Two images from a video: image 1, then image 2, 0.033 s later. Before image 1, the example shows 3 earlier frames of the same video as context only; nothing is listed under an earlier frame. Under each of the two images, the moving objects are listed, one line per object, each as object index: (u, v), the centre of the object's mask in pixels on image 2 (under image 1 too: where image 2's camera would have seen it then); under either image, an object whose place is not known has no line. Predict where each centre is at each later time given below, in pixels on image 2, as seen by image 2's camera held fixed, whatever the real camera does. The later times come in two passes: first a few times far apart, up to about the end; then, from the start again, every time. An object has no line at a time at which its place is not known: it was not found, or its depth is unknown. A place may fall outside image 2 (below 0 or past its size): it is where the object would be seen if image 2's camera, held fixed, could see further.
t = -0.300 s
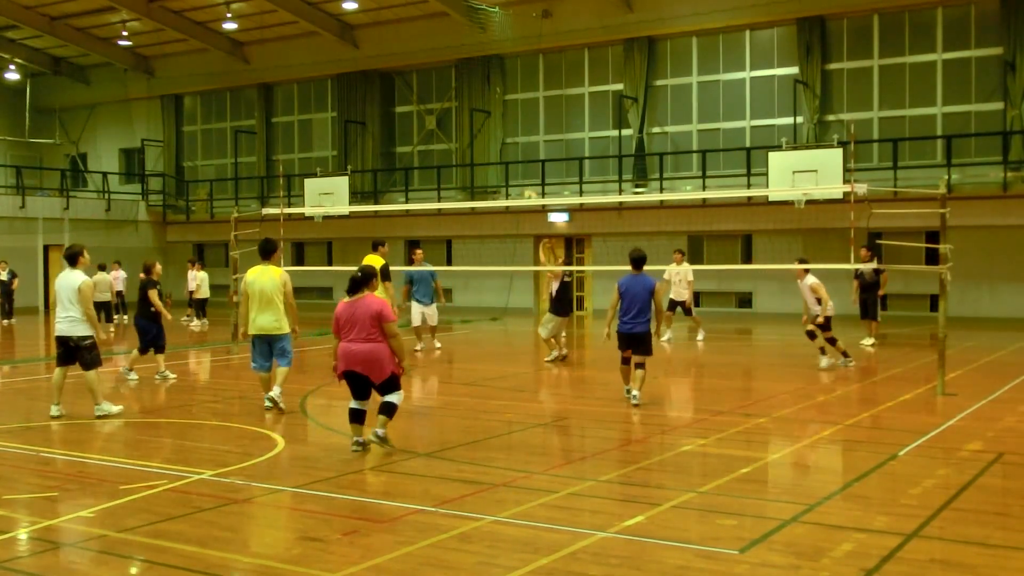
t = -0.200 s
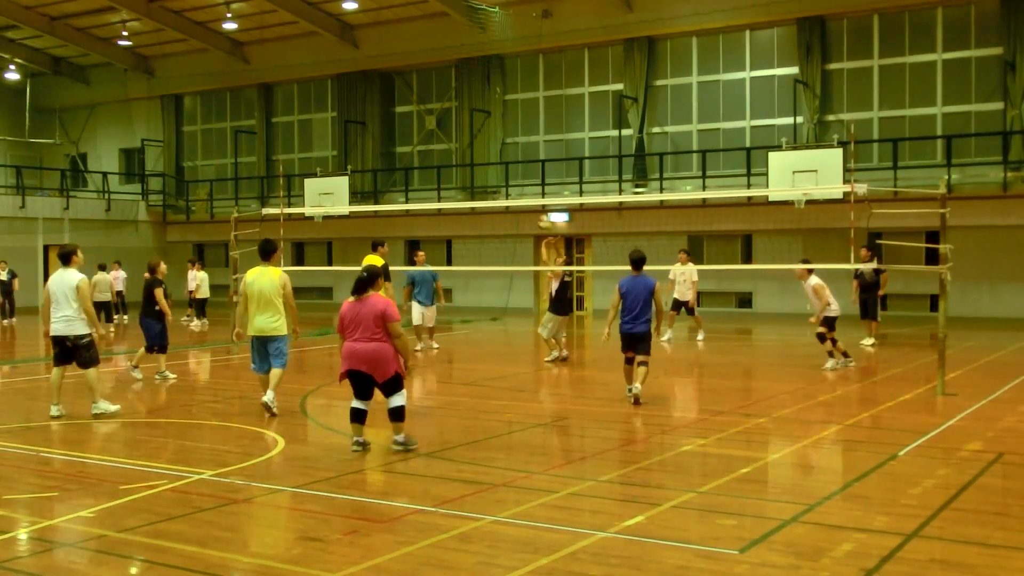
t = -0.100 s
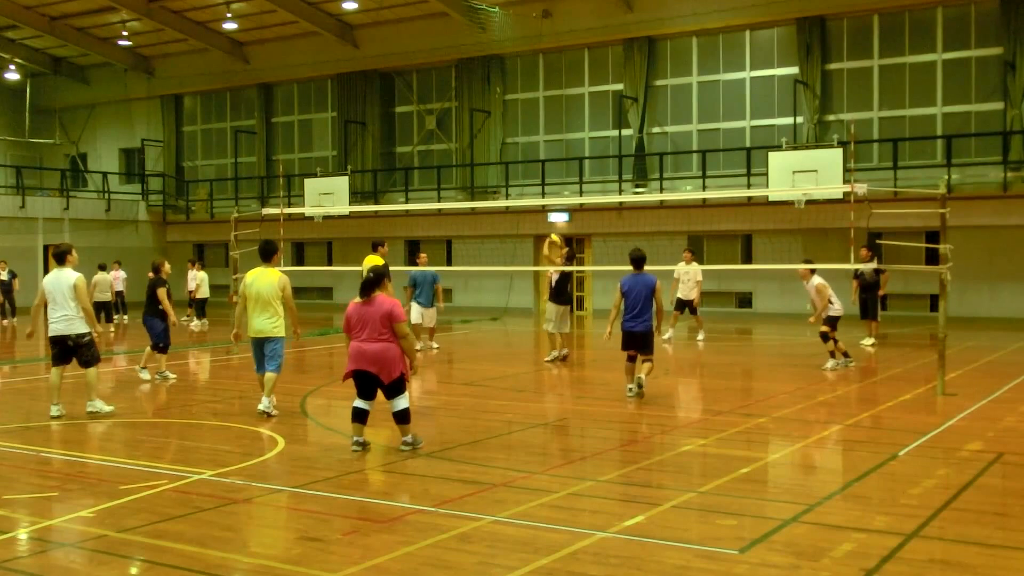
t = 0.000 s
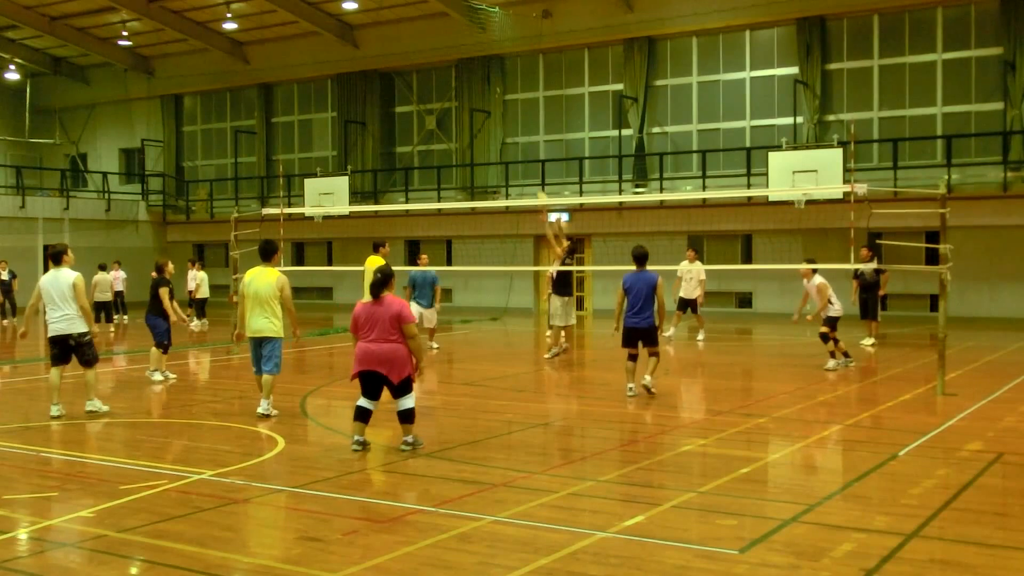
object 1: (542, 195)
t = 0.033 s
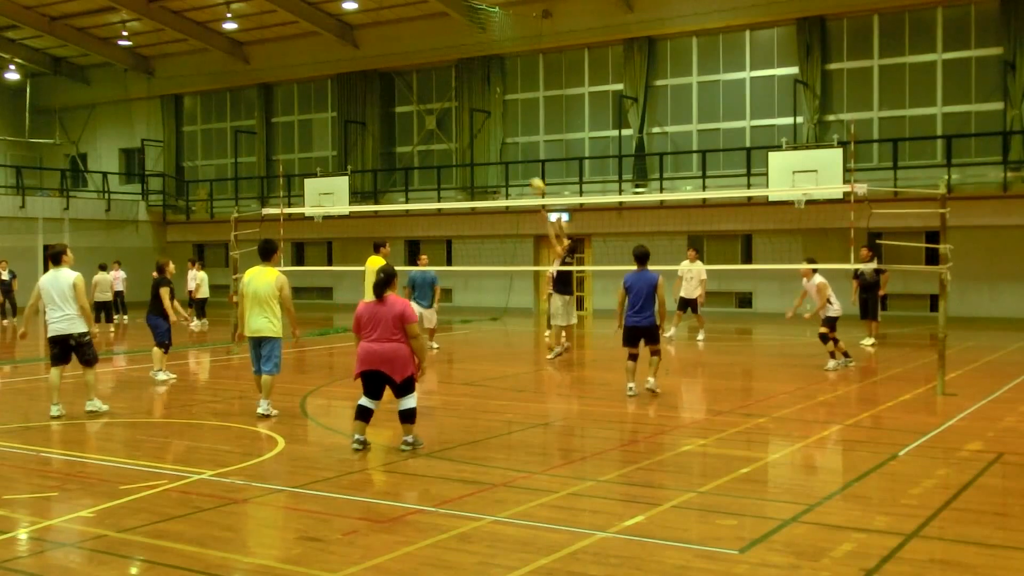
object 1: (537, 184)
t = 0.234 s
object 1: (506, 114)
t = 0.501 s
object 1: (466, 63)
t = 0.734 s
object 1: (434, 56)
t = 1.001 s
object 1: (399, 91)
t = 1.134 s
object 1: (382, 126)
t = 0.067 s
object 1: (532, 171)
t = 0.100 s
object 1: (527, 159)
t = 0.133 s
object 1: (521, 145)
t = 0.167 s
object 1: (516, 135)
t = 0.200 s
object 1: (511, 125)
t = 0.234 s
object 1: (506, 114)
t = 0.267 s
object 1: (501, 105)
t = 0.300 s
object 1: (496, 97)
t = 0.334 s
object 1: (491, 89)
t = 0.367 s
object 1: (485, 82)
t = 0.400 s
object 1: (481, 77)
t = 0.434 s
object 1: (476, 71)
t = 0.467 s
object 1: (471, 67)
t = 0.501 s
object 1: (466, 63)
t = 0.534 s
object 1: (462, 60)
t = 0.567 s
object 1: (457, 58)
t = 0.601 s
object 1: (452, 56)
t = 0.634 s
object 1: (448, 55)
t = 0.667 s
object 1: (443, 55)
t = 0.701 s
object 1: (439, 55)
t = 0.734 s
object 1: (434, 56)
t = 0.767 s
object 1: (430, 58)
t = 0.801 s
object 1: (425, 61)
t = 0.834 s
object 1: (421, 64)
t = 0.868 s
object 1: (416, 68)
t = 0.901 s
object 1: (411, 73)
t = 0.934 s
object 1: (408, 78)
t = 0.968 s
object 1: (403, 85)
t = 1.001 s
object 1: (399, 91)
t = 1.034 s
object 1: (394, 99)
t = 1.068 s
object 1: (390, 107)
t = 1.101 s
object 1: (386, 116)
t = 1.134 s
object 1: (382, 126)
